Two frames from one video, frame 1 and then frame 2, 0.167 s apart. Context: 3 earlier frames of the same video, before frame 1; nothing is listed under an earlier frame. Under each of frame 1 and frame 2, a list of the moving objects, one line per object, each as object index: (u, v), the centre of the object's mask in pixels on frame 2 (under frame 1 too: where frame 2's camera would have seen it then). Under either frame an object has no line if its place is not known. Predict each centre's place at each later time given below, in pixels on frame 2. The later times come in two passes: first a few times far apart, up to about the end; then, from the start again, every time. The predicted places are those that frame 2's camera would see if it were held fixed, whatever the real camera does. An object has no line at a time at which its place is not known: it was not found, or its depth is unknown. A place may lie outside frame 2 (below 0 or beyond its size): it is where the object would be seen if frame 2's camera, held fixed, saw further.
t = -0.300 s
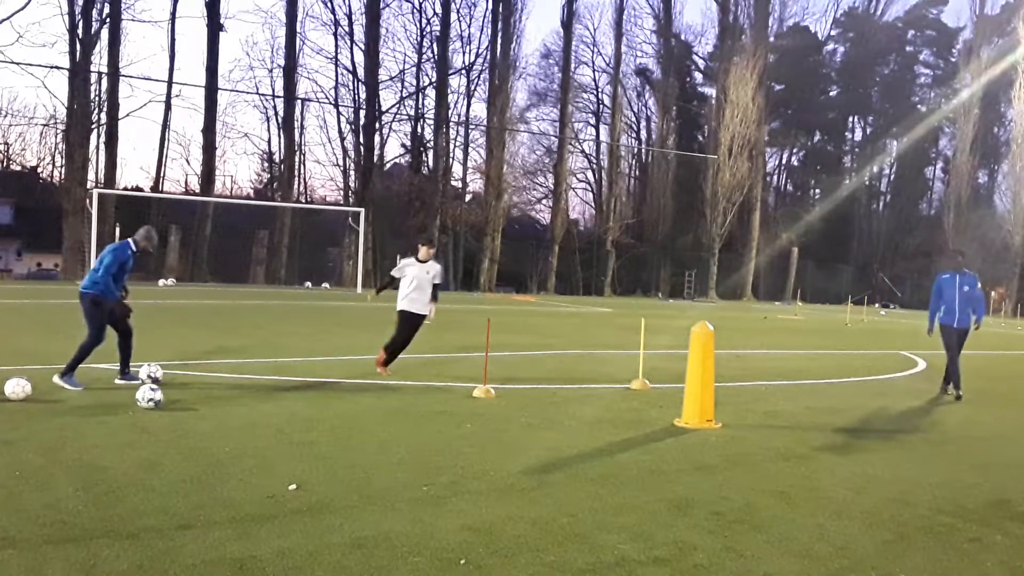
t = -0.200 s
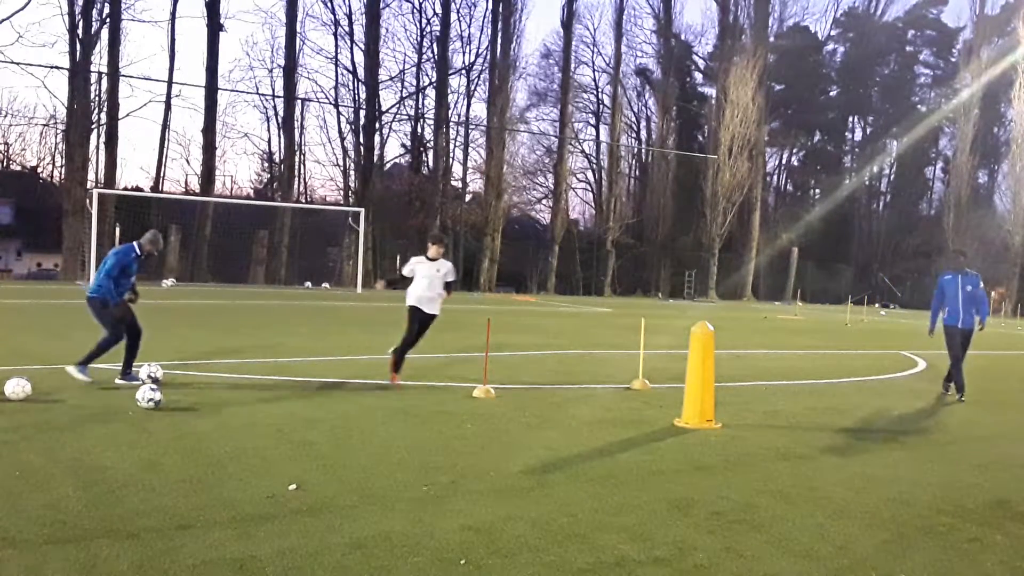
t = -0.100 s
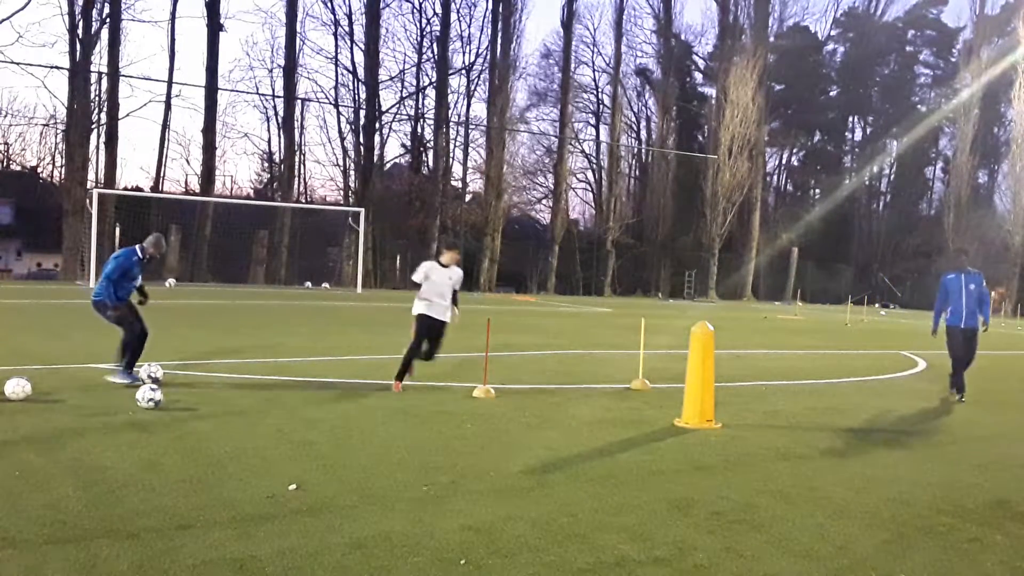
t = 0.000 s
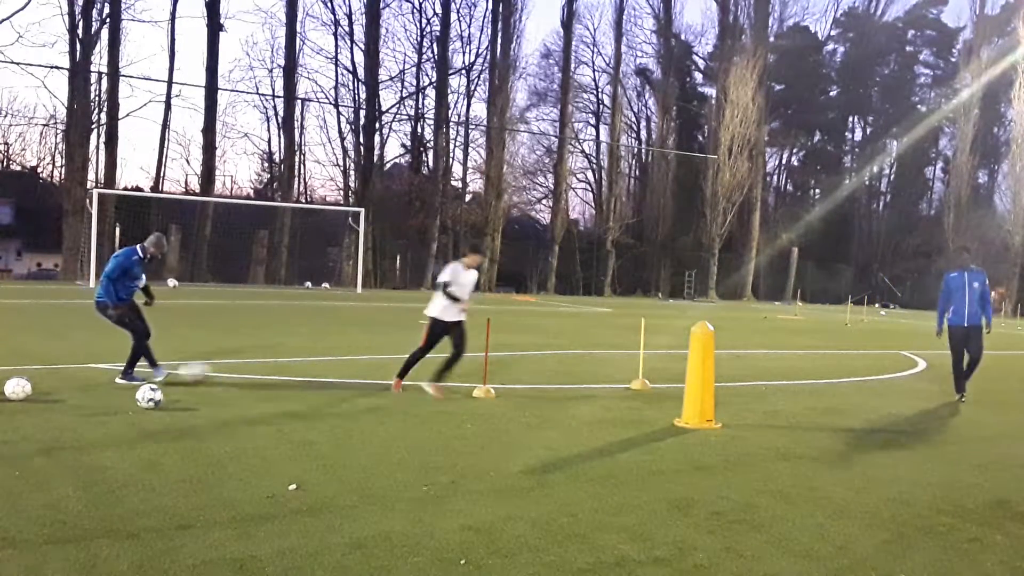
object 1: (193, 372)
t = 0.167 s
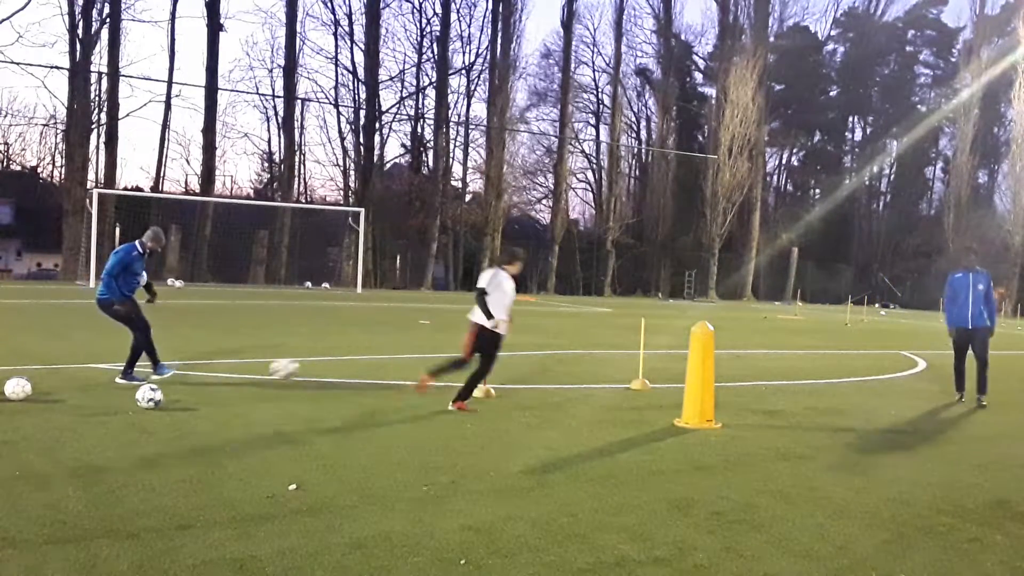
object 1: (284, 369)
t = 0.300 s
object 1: (342, 368)
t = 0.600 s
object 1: (435, 364)
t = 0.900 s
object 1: (504, 362)
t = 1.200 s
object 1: (564, 360)
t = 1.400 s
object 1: (599, 359)
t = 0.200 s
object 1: (299, 368)
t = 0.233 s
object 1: (314, 368)
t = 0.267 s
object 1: (328, 368)
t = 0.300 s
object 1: (342, 368)
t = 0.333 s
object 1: (355, 367)
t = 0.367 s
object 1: (366, 366)
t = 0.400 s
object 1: (378, 366)
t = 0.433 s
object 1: (388, 366)
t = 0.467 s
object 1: (398, 365)
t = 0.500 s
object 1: (408, 364)
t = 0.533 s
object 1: (417, 365)
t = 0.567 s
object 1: (426, 364)
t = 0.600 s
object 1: (435, 364)
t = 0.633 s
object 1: (444, 364)
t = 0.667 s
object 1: (451, 364)
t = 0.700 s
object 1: (459, 363)
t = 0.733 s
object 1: (466, 363)
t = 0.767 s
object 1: (474, 362)
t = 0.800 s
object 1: (482, 363)
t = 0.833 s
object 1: (490, 362)
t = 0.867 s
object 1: (497, 362)
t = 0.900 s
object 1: (504, 362)
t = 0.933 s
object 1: (511, 362)
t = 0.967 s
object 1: (518, 361)
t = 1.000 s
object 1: (525, 361)
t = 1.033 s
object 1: (532, 361)
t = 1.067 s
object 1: (538, 361)
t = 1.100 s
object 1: (544, 360)
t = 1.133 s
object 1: (551, 360)
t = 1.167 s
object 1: (557, 360)
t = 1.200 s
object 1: (564, 360)
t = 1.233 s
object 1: (570, 359)
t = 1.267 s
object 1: (576, 359)
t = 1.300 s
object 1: (581, 359)
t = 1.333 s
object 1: (587, 359)
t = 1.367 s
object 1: (593, 359)
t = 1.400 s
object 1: (599, 359)
